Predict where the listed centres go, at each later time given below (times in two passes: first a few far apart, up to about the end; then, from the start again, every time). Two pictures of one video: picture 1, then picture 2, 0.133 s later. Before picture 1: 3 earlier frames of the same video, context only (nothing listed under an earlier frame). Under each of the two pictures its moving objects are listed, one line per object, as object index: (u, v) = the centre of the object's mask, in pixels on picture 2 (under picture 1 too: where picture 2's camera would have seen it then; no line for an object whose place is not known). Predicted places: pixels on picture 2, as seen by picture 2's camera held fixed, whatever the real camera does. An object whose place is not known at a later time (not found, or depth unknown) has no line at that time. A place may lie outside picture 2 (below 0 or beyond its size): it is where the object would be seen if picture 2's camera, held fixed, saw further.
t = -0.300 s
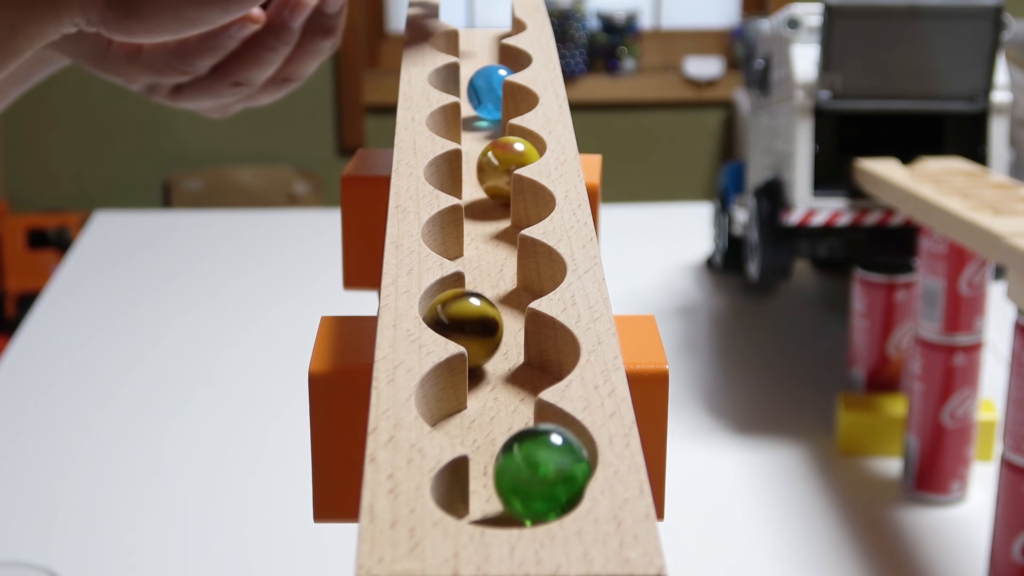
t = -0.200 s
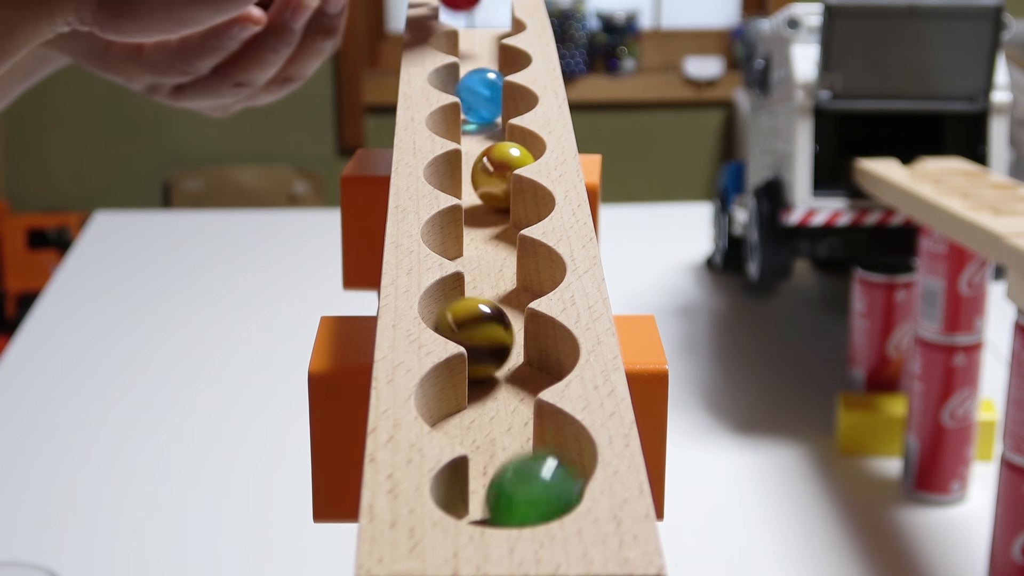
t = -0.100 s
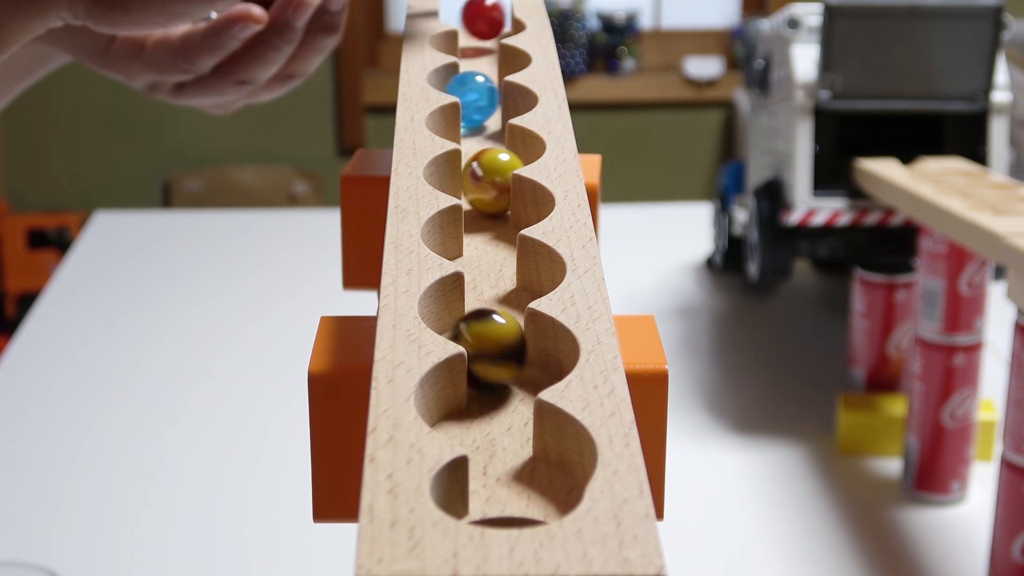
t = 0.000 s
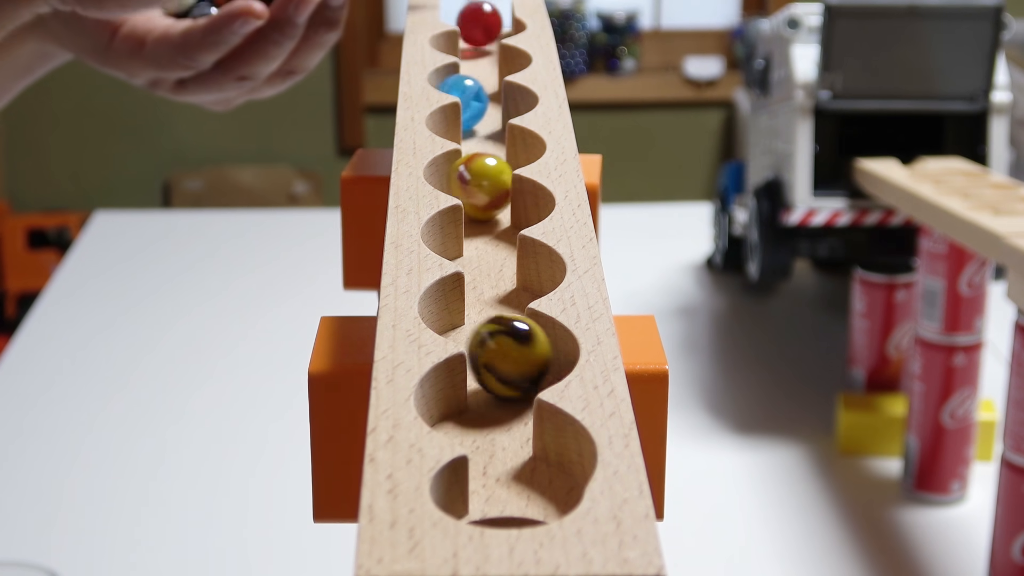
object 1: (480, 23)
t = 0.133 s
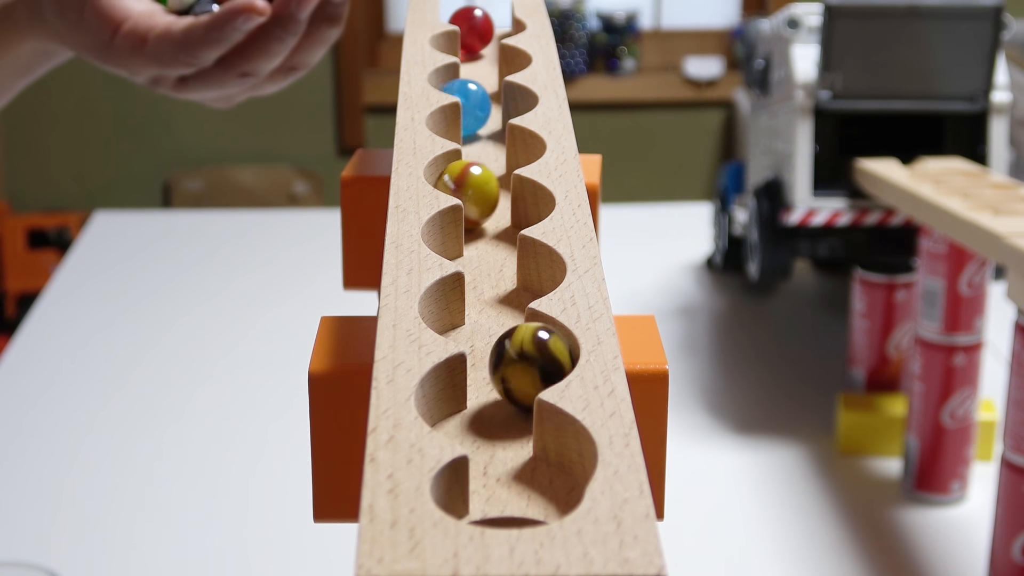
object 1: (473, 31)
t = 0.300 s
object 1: (470, 36)
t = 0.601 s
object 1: (487, 47)
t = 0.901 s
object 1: (480, 60)
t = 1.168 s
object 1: (464, 61)
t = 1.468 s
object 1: (480, 81)
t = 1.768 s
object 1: (489, 87)
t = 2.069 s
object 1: (470, 98)
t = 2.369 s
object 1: (479, 117)
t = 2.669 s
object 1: (483, 137)
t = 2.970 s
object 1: (498, 161)
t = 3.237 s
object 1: (478, 188)
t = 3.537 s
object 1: (514, 216)
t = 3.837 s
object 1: (465, 249)
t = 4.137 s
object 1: (513, 294)
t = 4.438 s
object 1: (486, 345)
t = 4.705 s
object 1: (507, 395)
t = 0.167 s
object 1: (472, 32)
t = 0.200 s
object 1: (471, 33)
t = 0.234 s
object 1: (470, 34)
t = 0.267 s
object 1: (470, 35)
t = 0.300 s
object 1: (470, 36)
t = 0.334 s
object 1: (471, 38)
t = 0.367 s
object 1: (472, 40)
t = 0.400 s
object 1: (473, 42)
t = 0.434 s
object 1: (475, 44)
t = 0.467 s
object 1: (477, 45)
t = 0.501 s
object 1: (478, 47)
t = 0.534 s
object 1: (480, 49)
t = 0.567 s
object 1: (484, 47)
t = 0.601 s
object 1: (487, 47)
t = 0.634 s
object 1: (489, 48)
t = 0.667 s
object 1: (491, 50)
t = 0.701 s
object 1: (489, 51)
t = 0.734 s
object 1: (487, 52)
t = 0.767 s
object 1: (485, 54)
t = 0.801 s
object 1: (484, 55)
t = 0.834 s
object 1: (482, 59)
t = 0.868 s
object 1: (481, 60)
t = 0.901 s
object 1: (480, 60)
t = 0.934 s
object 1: (478, 60)
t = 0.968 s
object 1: (476, 60)
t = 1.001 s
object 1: (473, 61)
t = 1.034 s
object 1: (470, 61)
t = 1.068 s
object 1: (468, 61)
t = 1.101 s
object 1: (466, 61)
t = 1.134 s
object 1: (464, 60)
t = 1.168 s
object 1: (464, 61)
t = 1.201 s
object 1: (465, 63)
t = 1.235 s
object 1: (467, 66)
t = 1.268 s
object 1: (468, 68)
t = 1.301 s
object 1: (470, 70)
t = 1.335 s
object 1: (471, 72)
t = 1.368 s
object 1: (473, 75)
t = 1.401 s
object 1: (475, 77)
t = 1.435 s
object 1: (478, 79)
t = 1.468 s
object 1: (480, 81)
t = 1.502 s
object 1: (483, 79)
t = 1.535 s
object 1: (486, 79)
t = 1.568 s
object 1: (489, 78)
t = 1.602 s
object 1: (493, 78)
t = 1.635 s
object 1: (496, 79)
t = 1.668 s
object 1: (495, 79)
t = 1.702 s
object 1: (493, 82)
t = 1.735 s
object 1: (491, 84)
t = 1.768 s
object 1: (489, 87)
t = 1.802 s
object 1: (488, 90)
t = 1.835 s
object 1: (486, 92)
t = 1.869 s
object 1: (485, 93)
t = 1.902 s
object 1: (483, 95)
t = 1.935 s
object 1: (481, 95)
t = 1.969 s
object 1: (479, 96)
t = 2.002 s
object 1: (477, 97)
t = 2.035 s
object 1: (473, 97)
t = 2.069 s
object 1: (470, 98)
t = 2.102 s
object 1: (468, 98)
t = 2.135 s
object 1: (465, 97)
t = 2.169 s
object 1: (465, 98)
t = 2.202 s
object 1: (466, 100)
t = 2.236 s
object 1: (468, 102)
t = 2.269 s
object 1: (470, 104)
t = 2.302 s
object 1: (472, 107)
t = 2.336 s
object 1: (475, 112)
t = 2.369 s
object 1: (479, 117)
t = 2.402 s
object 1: (486, 116)
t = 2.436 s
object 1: (493, 116)
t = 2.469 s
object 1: (501, 114)
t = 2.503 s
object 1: (500, 118)
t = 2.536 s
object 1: (497, 121)
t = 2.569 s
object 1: (494, 125)
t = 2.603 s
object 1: (492, 130)
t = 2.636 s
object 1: (488, 134)
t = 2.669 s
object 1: (483, 137)
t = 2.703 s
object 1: (479, 138)
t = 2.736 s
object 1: (473, 139)
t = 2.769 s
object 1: (469, 141)
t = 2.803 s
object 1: (467, 143)
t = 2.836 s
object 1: (472, 148)
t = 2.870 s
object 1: (477, 154)
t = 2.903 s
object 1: (483, 158)
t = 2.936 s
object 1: (490, 161)
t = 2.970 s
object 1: (498, 161)
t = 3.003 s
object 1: (507, 161)
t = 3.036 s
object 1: (504, 164)
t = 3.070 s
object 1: (501, 168)
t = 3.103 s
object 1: (499, 173)
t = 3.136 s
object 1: (496, 178)
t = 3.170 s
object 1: (490, 183)
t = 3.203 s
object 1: (484, 186)
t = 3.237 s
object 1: (478, 188)
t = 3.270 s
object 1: (472, 189)
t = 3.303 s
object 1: (466, 190)
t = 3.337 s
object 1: (470, 194)
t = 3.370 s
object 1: (475, 200)
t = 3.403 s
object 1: (481, 206)
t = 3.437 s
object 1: (487, 211)
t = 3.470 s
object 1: (495, 213)
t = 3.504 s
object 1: (505, 215)
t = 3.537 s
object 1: (514, 216)
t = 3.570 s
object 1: (510, 220)
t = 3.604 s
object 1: (506, 225)
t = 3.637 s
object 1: (502, 230)
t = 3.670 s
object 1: (499, 236)
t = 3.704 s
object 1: (493, 240)
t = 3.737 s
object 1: (485, 244)
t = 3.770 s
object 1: (478, 245)
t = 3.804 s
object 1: (470, 247)
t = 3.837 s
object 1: (465, 249)
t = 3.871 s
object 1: (471, 253)
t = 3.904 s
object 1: (477, 259)
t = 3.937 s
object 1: (483, 268)
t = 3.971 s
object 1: (492, 274)
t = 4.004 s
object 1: (502, 279)
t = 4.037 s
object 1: (515, 281)
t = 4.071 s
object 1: (522, 282)
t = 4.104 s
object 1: (517, 287)
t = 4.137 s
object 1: (513, 294)
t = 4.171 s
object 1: (509, 300)
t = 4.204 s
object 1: (503, 307)
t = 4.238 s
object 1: (495, 313)
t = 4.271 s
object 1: (486, 317)
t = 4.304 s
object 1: (477, 321)
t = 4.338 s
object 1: (470, 323)
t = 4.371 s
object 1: (469, 327)
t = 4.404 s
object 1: (477, 332)
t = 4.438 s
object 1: (486, 345)
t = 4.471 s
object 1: (495, 350)
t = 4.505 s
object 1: (507, 357)
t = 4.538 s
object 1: (521, 362)
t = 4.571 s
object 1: (532, 364)
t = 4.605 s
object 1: (526, 371)
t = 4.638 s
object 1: (521, 377)
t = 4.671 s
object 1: (515, 387)
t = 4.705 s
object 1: (507, 395)
